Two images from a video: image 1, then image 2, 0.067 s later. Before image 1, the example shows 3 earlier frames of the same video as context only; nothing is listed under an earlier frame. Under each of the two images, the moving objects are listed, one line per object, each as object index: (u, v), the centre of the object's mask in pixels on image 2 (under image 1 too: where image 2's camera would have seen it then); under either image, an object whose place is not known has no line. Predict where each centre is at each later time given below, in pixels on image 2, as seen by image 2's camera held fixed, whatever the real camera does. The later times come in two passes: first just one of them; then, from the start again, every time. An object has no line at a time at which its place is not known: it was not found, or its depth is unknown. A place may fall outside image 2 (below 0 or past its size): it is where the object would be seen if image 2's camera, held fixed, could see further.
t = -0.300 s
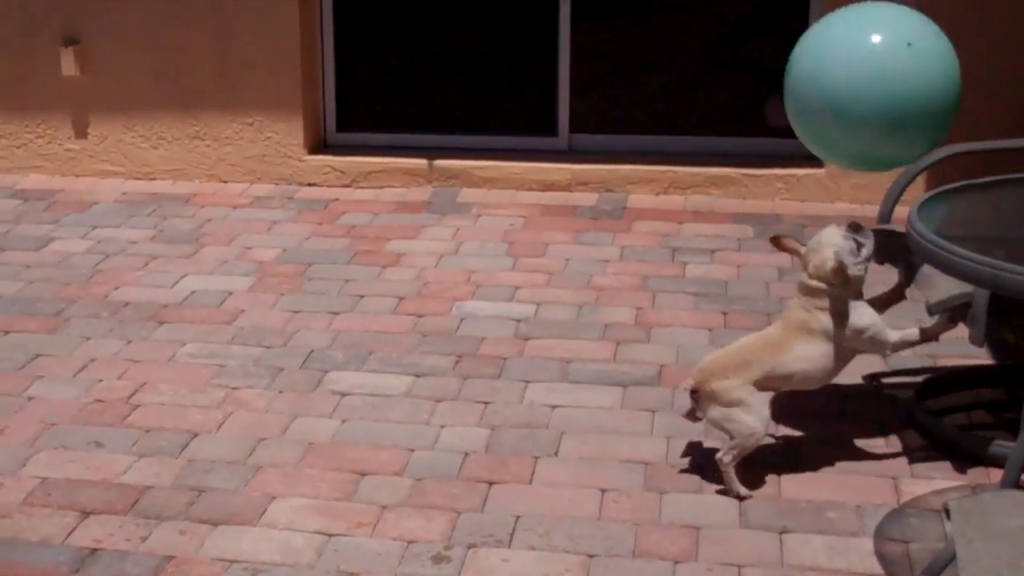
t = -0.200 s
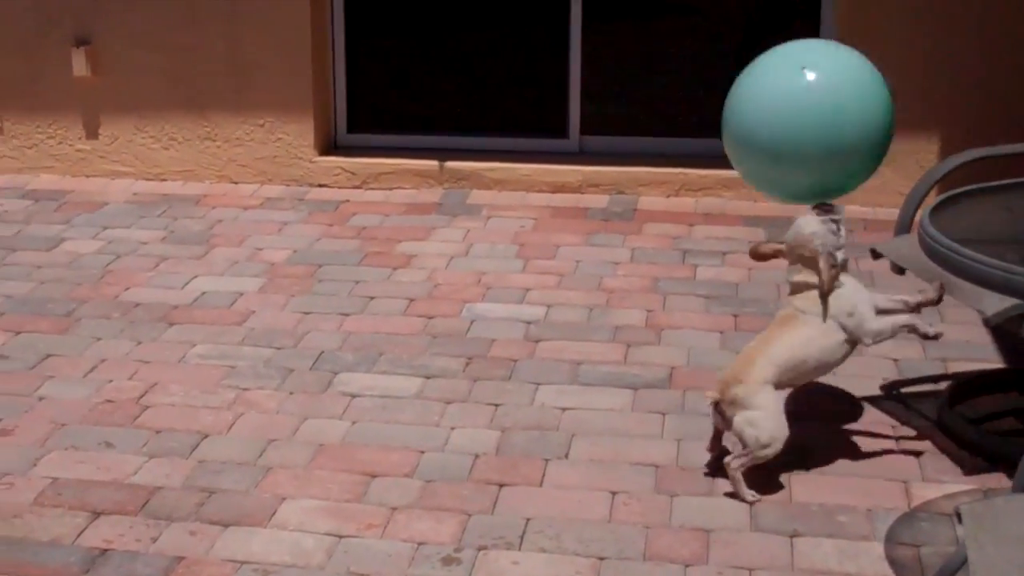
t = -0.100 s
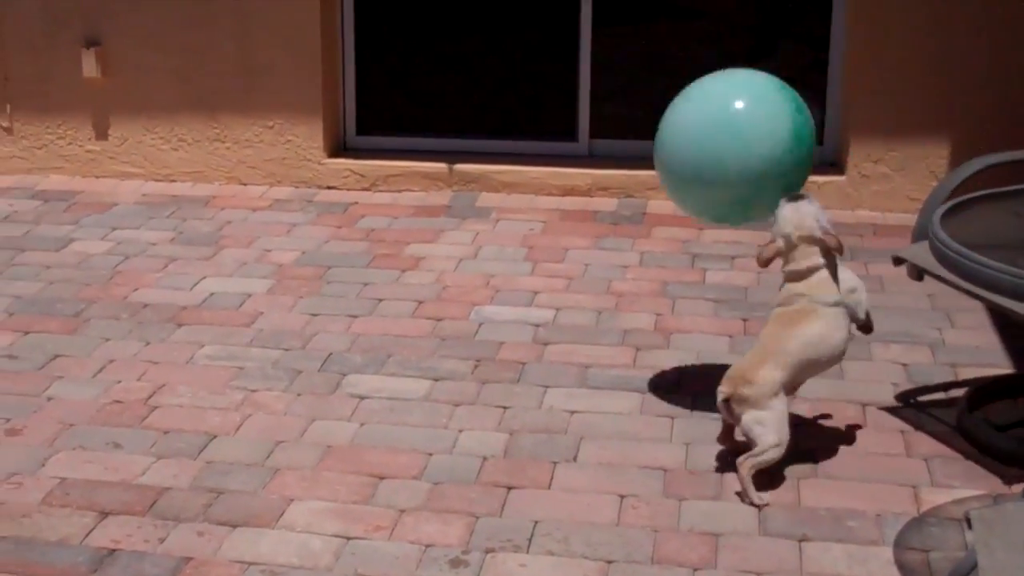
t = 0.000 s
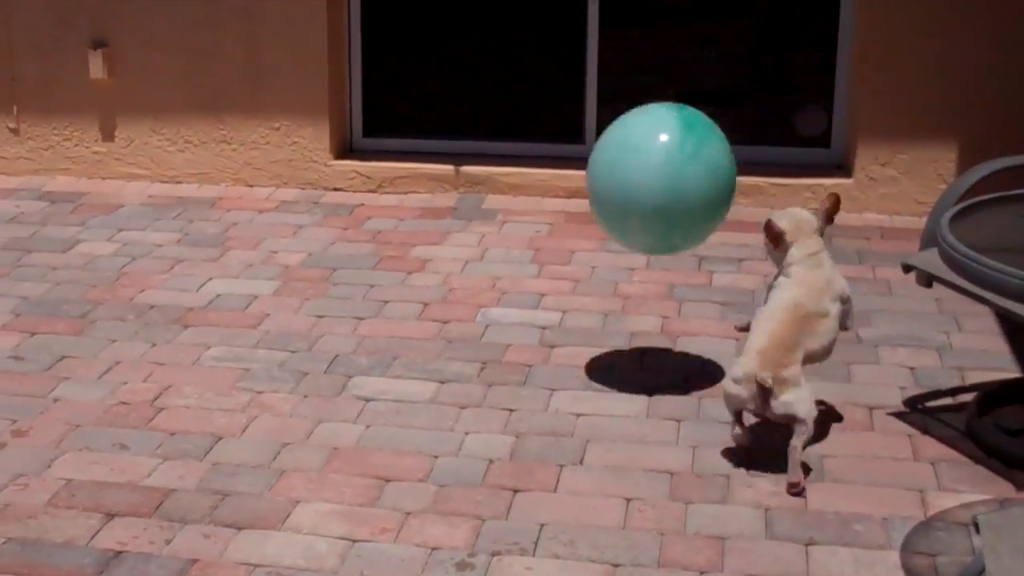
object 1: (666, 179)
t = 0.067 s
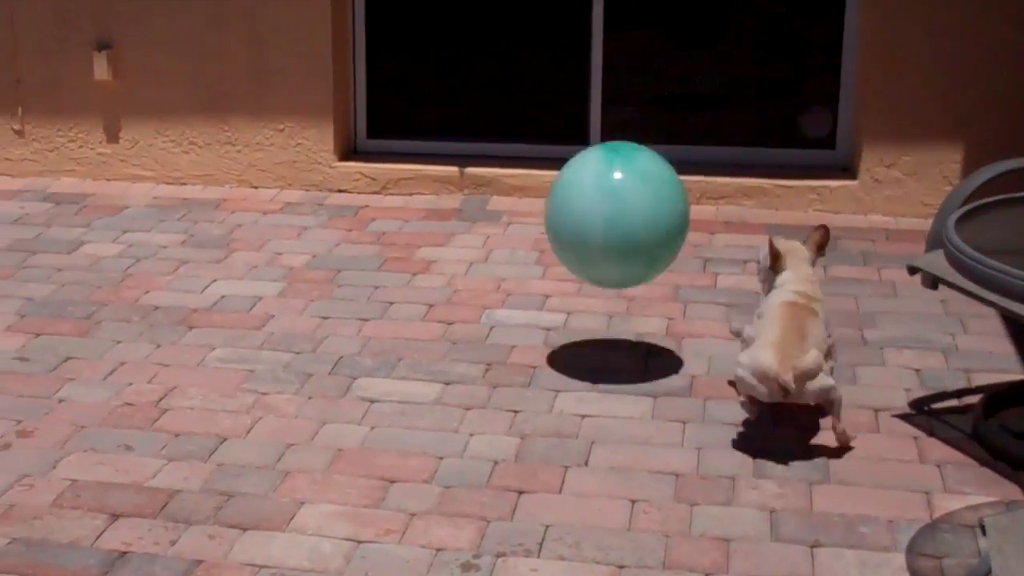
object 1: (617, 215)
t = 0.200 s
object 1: (532, 280)
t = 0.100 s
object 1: (594, 236)
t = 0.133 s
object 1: (572, 260)
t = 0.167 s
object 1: (551, 285)
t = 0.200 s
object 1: (532, 280)
